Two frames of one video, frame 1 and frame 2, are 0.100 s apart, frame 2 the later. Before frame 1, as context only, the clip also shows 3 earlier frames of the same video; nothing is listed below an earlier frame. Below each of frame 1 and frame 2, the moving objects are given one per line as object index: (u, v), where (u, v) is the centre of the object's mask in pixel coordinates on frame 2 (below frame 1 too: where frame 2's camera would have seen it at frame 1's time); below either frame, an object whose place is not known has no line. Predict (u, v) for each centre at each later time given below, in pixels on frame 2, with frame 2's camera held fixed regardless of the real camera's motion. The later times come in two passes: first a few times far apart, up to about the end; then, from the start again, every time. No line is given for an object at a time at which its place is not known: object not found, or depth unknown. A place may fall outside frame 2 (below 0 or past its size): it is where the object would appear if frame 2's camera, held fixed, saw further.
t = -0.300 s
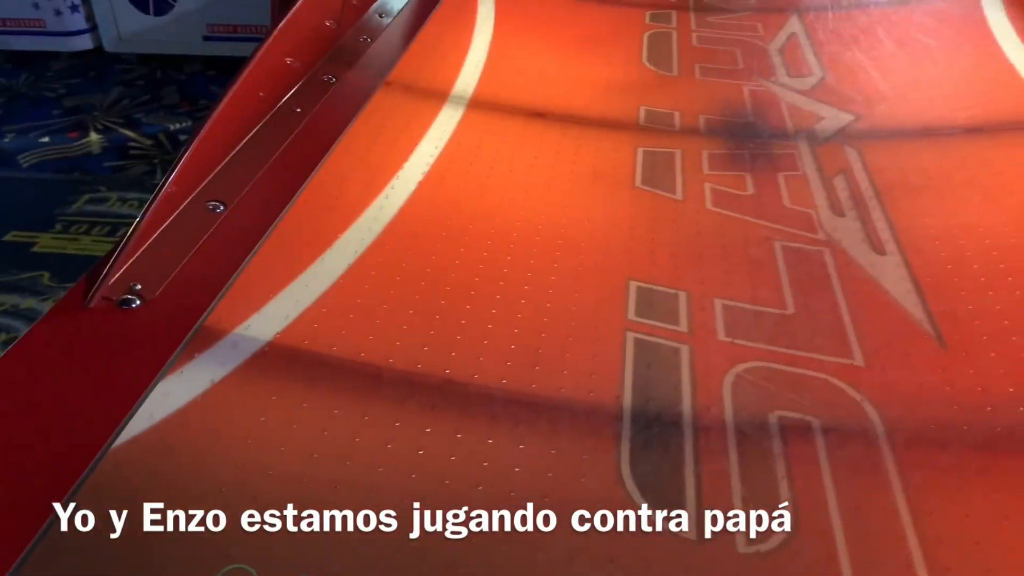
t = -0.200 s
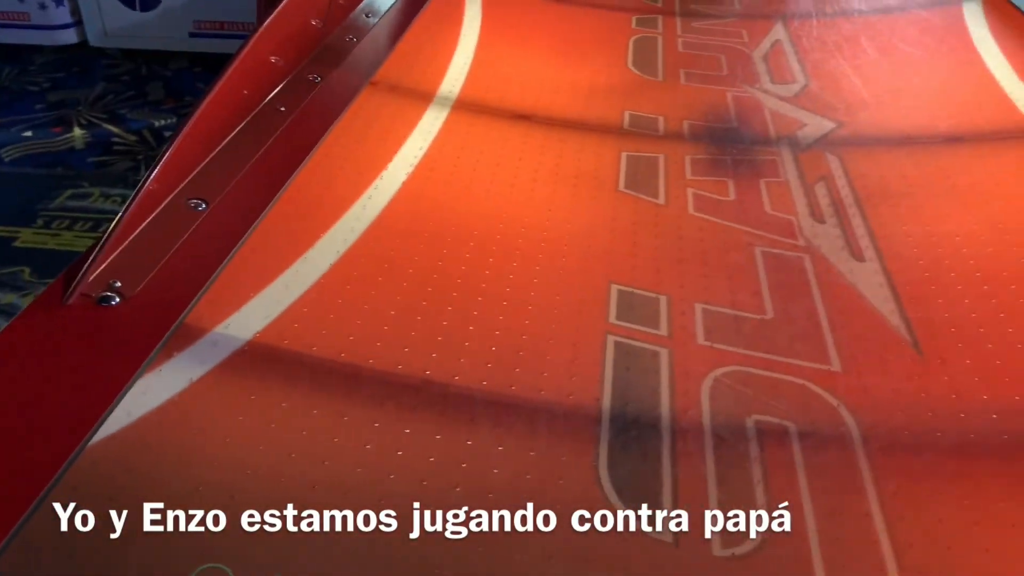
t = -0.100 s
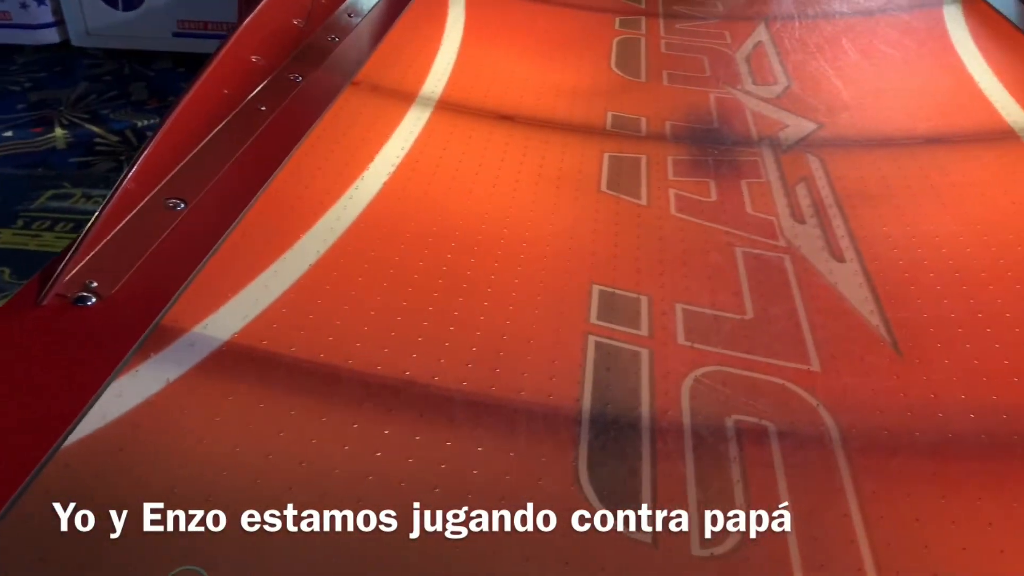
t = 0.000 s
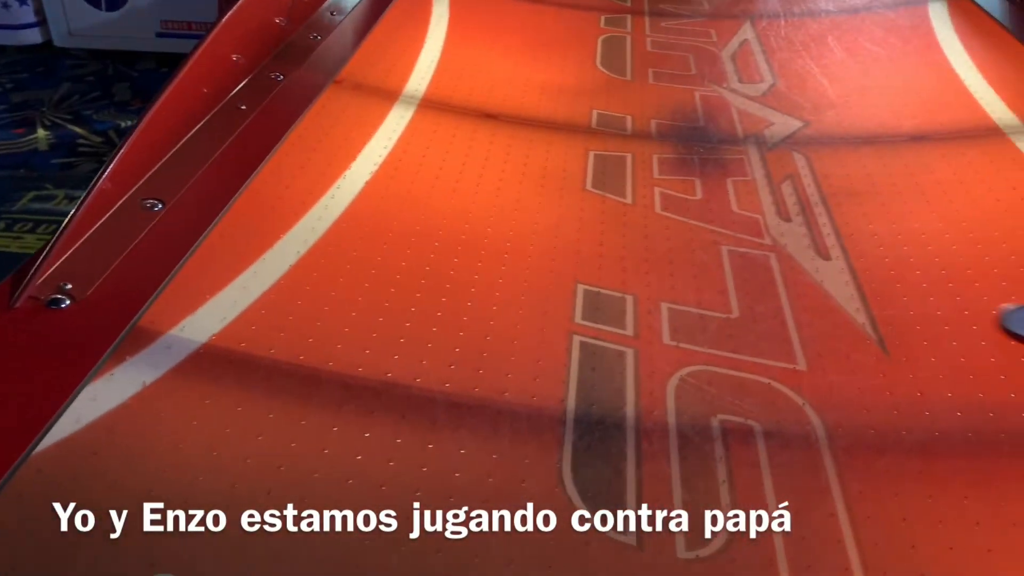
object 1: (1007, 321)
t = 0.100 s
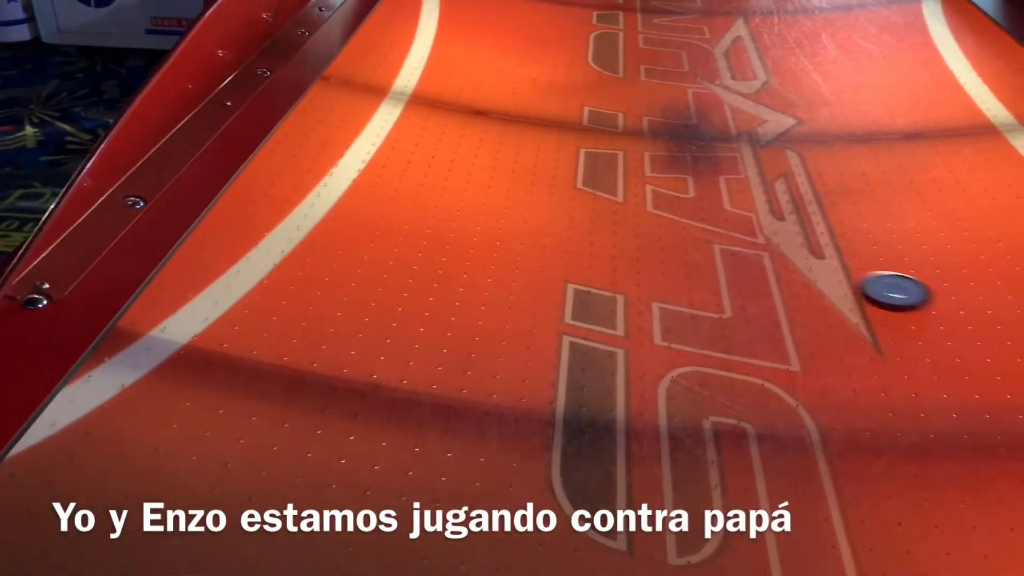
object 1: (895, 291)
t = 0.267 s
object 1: (705, 240)
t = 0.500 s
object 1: (526, 177)
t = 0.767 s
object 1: (429, 123)
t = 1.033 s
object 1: (439, 107)
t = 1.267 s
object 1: (487, 106)
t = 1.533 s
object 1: (495, 107)
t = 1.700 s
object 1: (495, 107)
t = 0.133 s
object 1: (853, 281)
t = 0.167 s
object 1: (812, 270)
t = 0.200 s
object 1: (775, 260)
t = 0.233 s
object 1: (738, 250)
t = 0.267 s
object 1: (705, 240)
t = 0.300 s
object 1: (675, 231)
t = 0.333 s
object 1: (646, 222)
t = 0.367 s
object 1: (618, 212)
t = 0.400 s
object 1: (593, 203)
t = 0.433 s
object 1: (568, 194)
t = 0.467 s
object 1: (545, 185)
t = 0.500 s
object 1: (526, 177)
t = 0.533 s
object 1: (508, 169)
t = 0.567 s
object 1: (492, 161)
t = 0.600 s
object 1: (478, 154)
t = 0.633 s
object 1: (466, 147)
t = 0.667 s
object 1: (453, 140)
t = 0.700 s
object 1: (444, 134)
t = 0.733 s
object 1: (435, 128)
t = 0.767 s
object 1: (429, 123)
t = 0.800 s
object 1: (425, 119)
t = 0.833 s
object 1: (423, 116)
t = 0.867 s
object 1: (423, 113)
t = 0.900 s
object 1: (424, 111)
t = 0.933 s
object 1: (427, 110)
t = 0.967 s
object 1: (430, 109)
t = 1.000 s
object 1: (434, 108)
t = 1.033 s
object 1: (439, 107)
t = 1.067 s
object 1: (446, 107)
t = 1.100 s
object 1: (453, 106)
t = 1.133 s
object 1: (461, 106)
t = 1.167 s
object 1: (468, 106)
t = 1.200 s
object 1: (476, 106)
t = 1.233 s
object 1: (482, 106)
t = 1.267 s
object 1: (487, 106)
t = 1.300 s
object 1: (492, 106)
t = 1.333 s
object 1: (494, 106)
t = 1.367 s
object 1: (495, 106)
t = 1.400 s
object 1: (495, 106)
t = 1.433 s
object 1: (495, 107)
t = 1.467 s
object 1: (495, 106)
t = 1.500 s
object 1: (495, 107)
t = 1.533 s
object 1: (495, 107)
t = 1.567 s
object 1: (495, 107)
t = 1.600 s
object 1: (495, 106)
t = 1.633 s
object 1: (495, 107)
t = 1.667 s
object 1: (495, 106)
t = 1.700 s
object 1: (495, 107)
